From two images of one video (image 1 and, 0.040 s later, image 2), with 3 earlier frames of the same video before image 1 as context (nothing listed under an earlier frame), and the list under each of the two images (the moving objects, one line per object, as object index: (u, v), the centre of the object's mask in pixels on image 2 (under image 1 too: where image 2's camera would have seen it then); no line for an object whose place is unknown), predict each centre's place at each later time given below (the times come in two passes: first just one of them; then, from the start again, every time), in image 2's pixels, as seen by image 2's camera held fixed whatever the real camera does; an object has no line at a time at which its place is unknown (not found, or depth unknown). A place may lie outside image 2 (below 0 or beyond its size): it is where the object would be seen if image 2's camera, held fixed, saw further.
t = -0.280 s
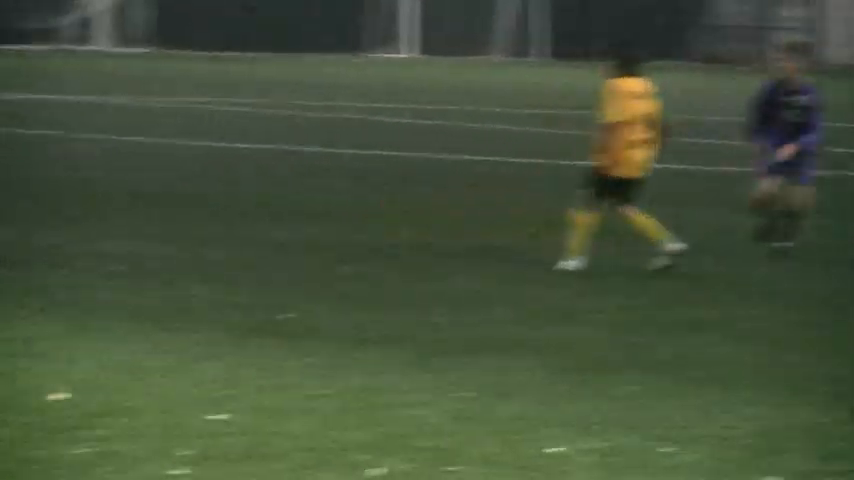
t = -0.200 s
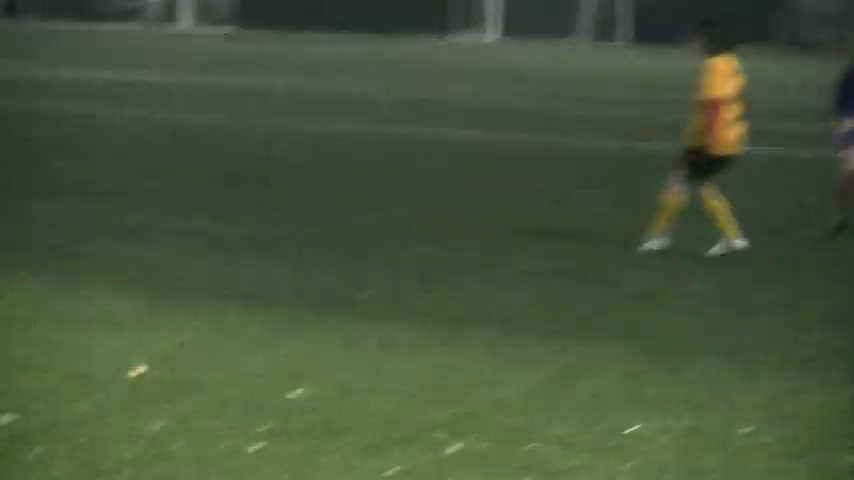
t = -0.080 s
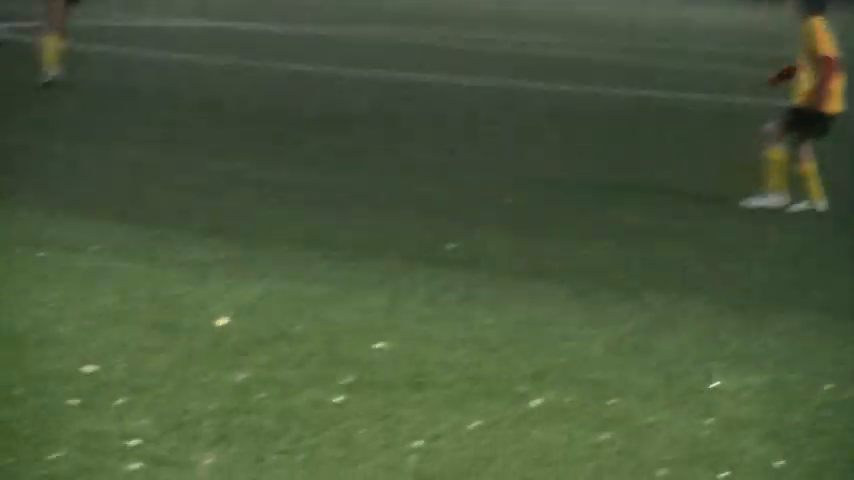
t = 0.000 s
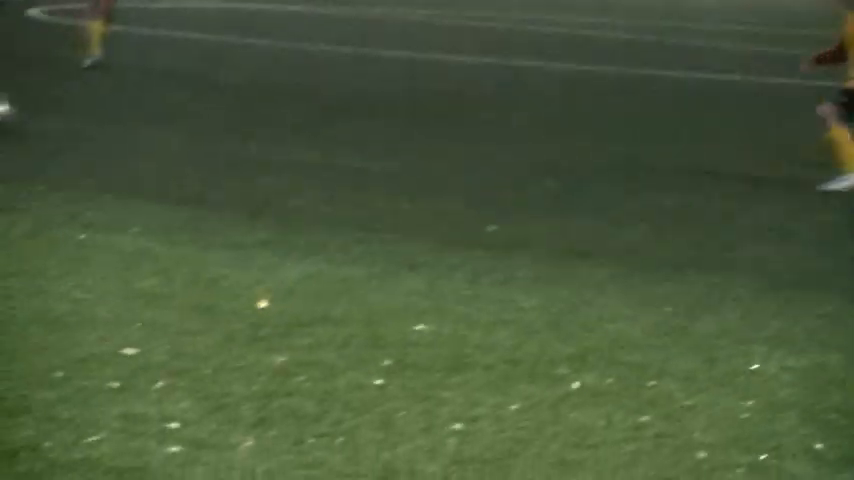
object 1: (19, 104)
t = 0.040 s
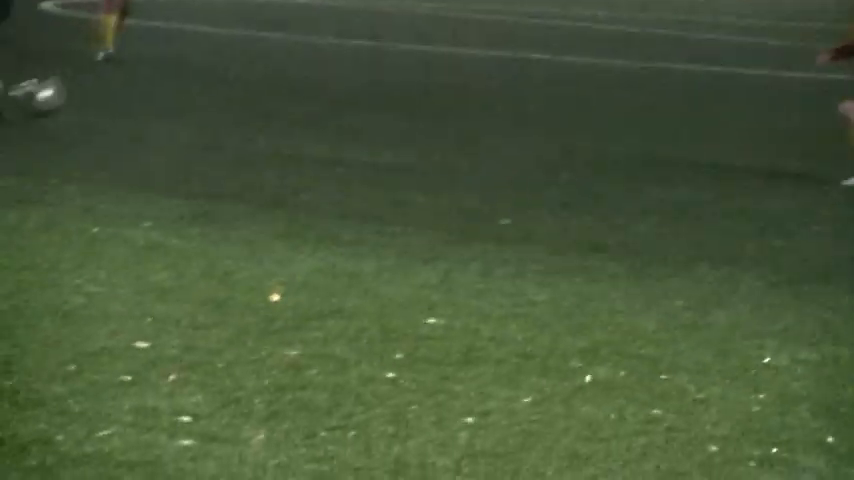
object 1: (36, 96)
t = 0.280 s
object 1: (269, 98)
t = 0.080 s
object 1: (78, 89)
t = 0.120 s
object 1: (116, 83)
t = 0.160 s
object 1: (155, 83)
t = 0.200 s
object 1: (192, 85)
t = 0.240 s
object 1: (232, 90)
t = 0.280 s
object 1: (269, 98)
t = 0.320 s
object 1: (308, 108)
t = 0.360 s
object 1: (347, 123)
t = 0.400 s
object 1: (388, 140)
